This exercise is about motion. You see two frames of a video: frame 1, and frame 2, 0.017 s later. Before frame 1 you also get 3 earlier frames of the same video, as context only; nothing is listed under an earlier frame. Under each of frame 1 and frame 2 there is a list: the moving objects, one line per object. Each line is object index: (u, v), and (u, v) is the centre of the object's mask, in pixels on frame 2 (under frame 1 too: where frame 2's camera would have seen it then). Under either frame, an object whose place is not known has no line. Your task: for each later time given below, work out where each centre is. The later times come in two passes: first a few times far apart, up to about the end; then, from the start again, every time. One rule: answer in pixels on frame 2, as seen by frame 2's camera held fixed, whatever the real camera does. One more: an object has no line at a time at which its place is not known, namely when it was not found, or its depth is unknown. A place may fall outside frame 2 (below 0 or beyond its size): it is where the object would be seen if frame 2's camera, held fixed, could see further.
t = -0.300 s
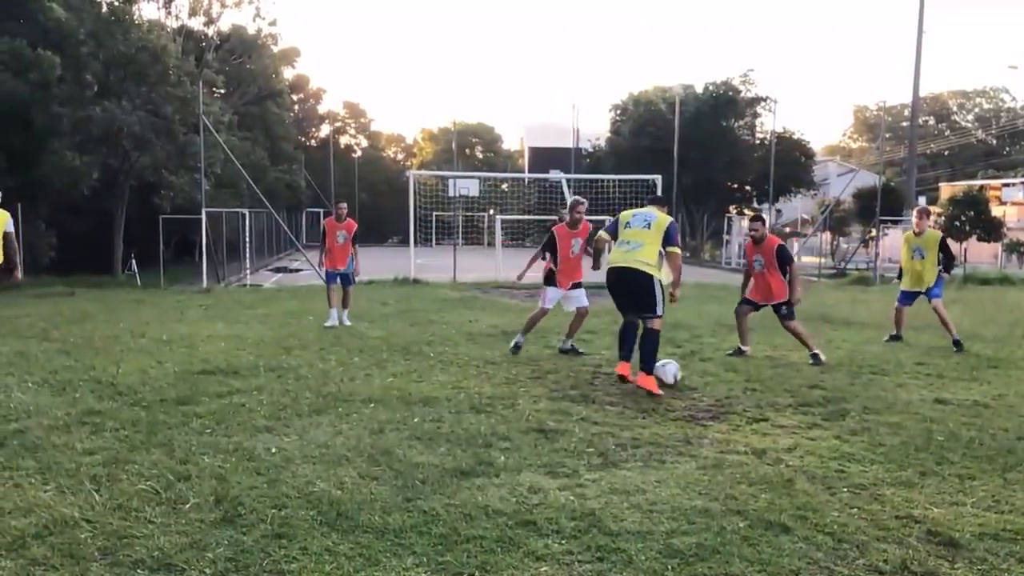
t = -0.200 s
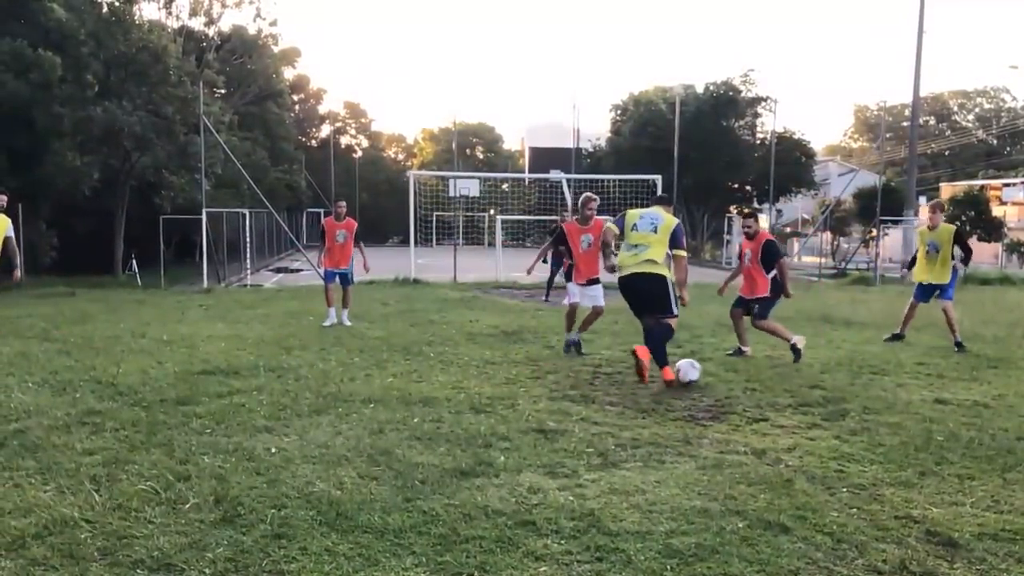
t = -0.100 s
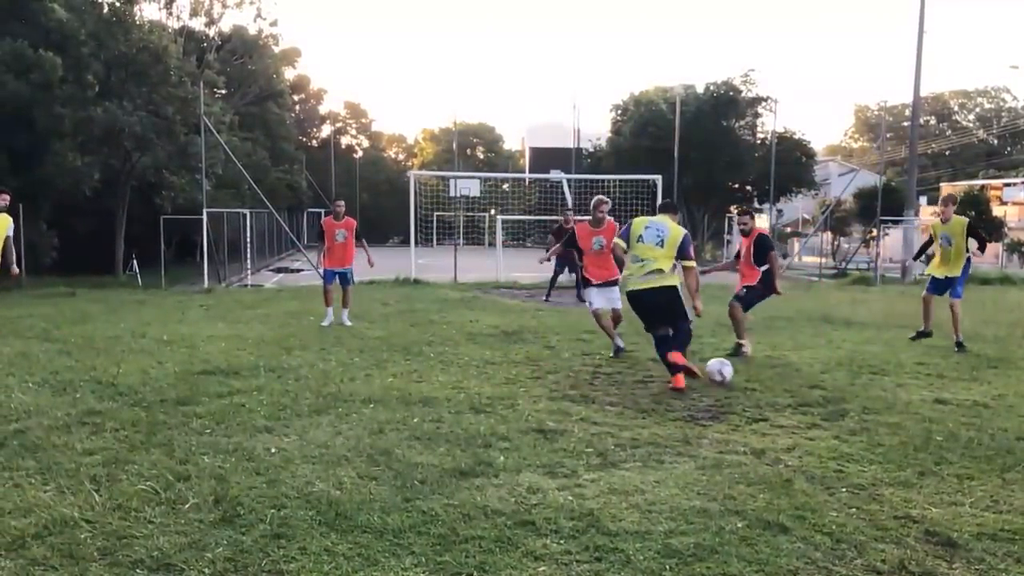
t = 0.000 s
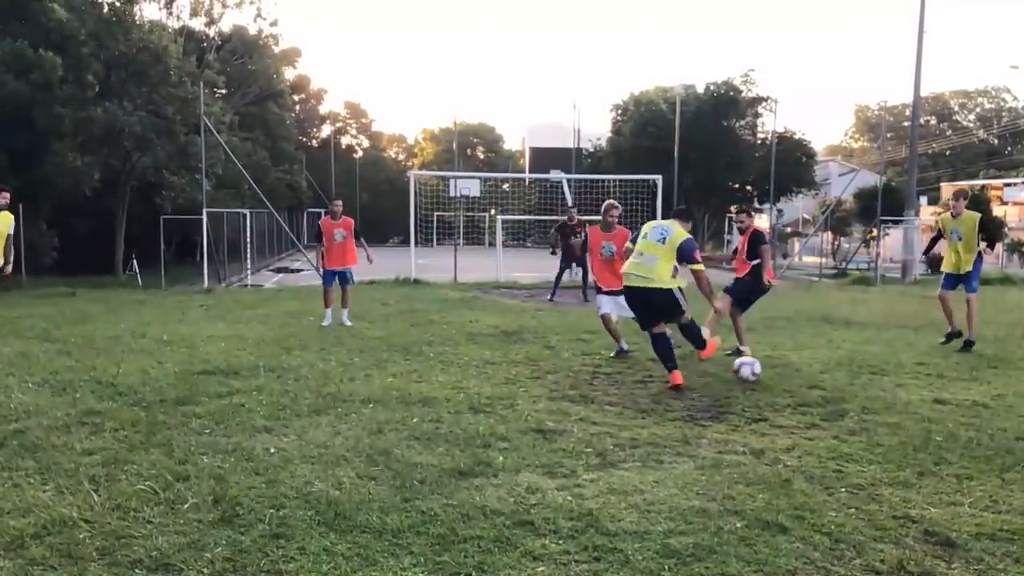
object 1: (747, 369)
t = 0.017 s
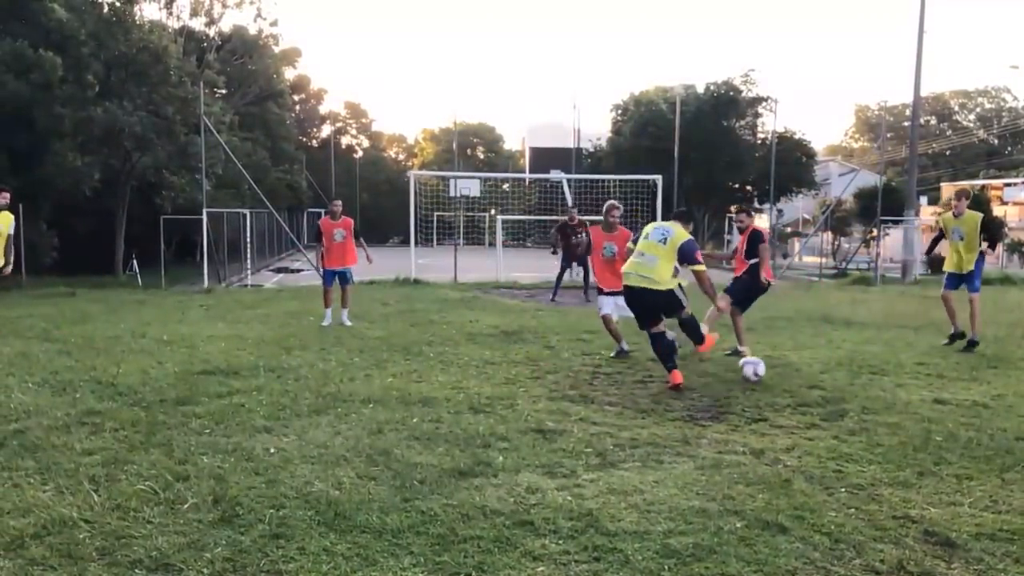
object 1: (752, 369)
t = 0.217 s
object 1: (799, 366)
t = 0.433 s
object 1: (843, 364)
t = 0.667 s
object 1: (885, 362)
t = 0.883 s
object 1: (922, 360)
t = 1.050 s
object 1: (949, 359)
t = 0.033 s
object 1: (757, 369)
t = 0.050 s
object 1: (761, 369)
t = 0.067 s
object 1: (765, 367)
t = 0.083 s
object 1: (769, 368)
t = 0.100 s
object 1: (772, 367)
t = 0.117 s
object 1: (777, 366)
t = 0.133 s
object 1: (780, 367)
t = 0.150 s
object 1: (784, 366)
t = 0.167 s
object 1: (787, 366)
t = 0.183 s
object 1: (792, 367)
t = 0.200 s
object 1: (796, 366)
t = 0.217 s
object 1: (799, 366)
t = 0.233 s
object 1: (803, 366)
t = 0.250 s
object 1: (807, 366)
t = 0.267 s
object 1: (810, 366)
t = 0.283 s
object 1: (813, 365)
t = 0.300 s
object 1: (816, 365)
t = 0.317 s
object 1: (820, 366)
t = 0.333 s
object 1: (823, 366)
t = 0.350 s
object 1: (827, 366)
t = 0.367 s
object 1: (830, 365)
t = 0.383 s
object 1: (833, 364)
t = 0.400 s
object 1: (836, 364)
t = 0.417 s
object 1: (839, 363)
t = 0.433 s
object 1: (843, 364)
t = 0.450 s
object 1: (845, 364)
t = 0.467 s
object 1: (849, 363)
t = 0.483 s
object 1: (852, 364)
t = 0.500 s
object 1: (856, 363)
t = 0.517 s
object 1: (859, 362)
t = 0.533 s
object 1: (862, 362)
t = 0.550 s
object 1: (865, 362)
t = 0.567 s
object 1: (868, 362)
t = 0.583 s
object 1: (871, 363)
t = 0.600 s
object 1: (874, 363)
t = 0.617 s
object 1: (877, 363)
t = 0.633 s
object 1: (880, 362)
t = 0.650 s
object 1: (883, 362)
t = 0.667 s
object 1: (885, 362)
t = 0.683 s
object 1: (888, 361)
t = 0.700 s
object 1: (891, 361)
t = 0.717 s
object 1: (893, 361)
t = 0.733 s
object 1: (896, 362)
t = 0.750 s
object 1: (900, 362)
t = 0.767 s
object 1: (903, 361)
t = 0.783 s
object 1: (906, 361)
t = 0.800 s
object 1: (908, 360)
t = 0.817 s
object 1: (911, 360)
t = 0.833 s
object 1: (914, 360)
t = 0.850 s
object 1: (917, 360)
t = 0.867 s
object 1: (920, 360)
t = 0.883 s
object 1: (922, 360)
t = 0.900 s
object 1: (925, 360)
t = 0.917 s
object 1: (928, 359)
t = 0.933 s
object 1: (931, 361)
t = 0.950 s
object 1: (934, 360)
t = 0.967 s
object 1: (936, 359)
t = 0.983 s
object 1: (939, 359)
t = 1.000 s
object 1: (942, 359)
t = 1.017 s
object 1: (944, 358)
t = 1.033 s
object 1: (946, 358)
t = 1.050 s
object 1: (949, 359)
